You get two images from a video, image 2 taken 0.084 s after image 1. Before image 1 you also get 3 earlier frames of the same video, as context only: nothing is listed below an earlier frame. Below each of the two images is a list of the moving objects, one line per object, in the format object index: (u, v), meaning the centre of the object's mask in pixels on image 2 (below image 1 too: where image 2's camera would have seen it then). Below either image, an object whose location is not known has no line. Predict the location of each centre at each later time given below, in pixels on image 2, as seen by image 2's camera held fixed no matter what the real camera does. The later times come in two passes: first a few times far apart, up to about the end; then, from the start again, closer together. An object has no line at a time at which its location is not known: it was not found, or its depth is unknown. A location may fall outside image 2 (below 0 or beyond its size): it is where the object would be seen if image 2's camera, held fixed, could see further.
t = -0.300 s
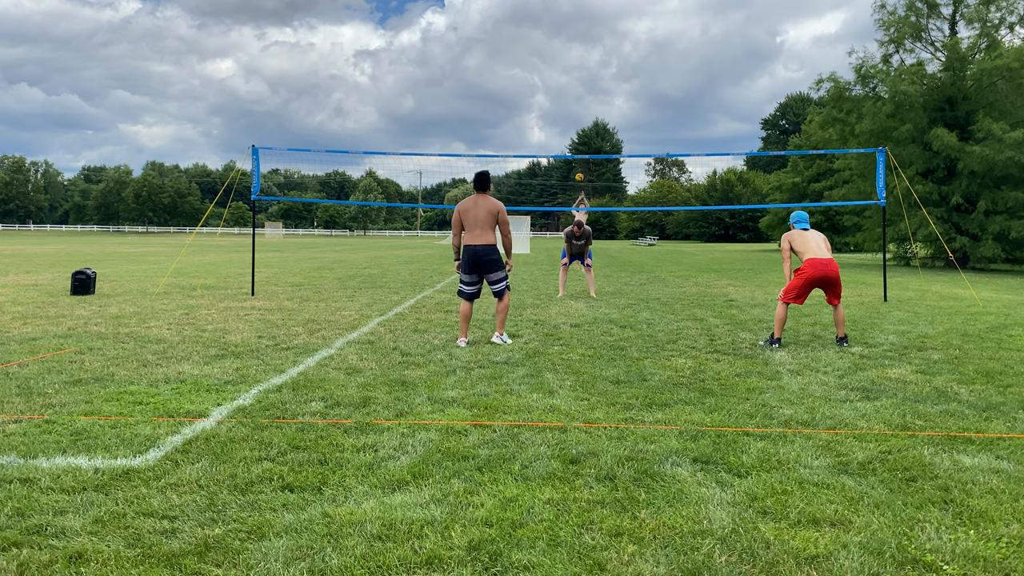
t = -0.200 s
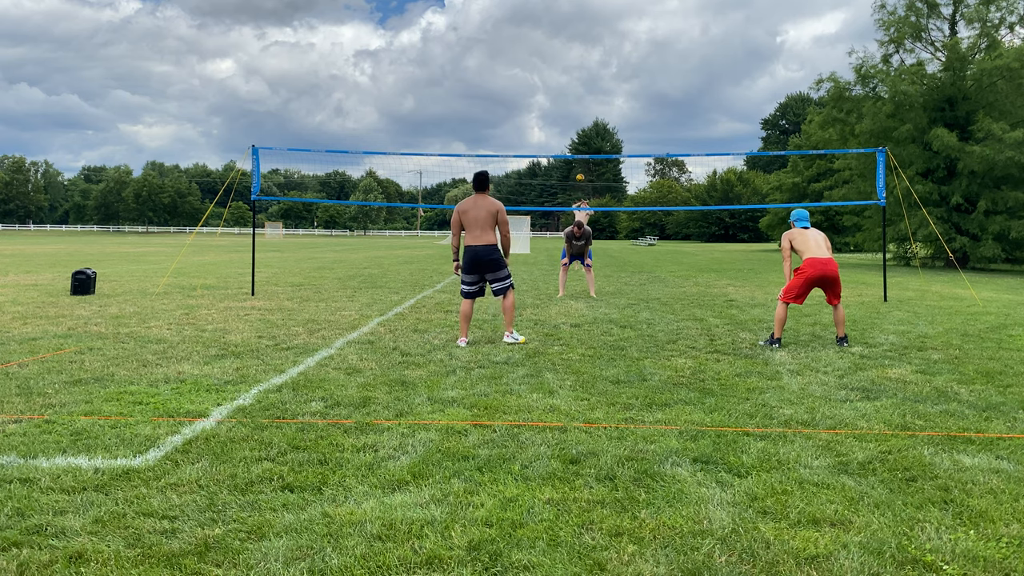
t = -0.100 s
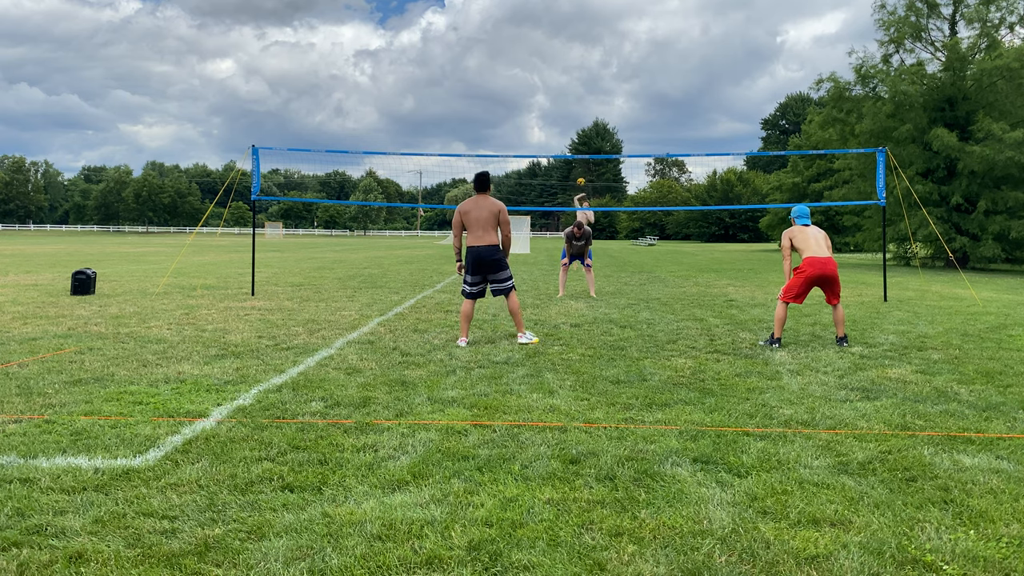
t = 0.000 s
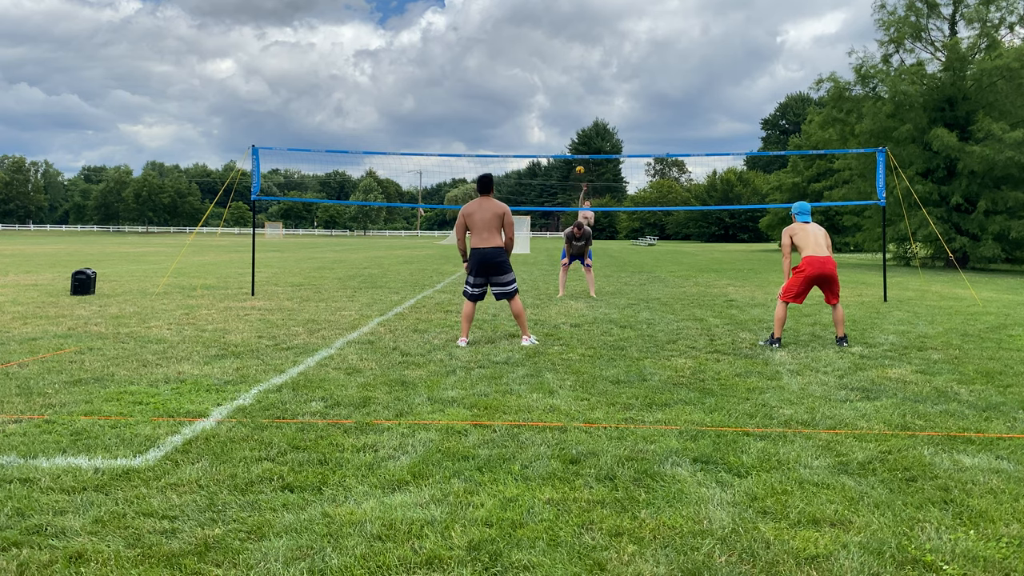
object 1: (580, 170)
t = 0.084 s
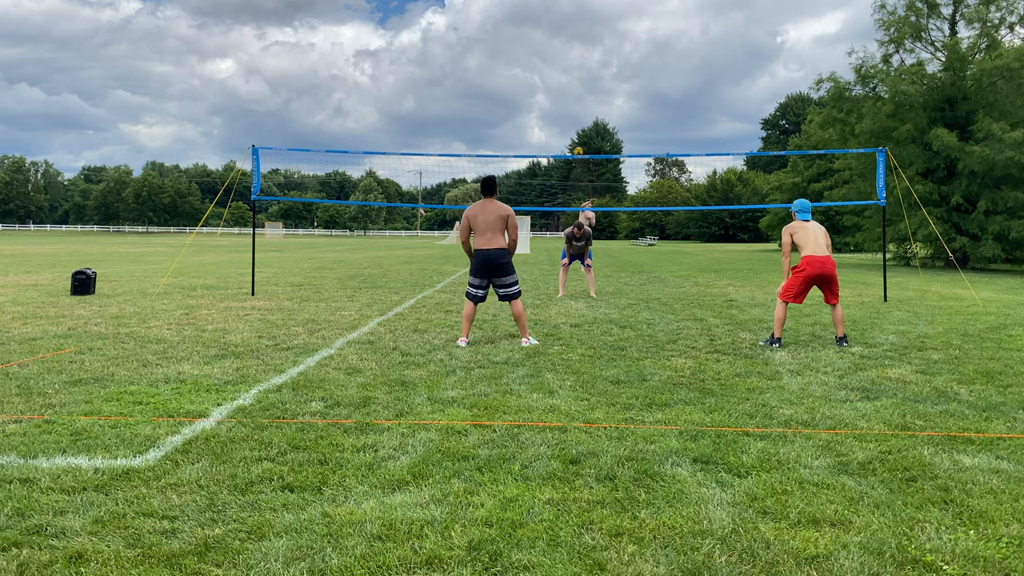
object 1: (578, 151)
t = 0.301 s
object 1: (570, 112)
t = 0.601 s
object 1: (549, 77)
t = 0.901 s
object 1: (517, 93)
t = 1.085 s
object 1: (496, 149)
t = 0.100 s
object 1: (577, 147)
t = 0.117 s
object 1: (577, 144)
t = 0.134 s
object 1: (576, 141)
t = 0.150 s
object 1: (576, 138)
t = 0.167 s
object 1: (575, 135)
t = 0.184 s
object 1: (575, 132)
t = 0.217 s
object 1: (573, 126)
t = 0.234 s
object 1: (573, 123)
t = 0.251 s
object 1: (572, 121)
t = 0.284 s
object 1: (571, 115)
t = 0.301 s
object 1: (570, 112)
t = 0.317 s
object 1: (569, 110)
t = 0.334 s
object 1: (568, 107)
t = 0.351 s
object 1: (567, 105)
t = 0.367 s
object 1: (566, 102)
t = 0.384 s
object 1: (565, 100)
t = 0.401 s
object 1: (564, 98)
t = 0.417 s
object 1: (563, 95)
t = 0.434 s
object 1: (562, 93)
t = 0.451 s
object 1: (561, 91)
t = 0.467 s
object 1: (559, 89)
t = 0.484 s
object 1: (558, 87)
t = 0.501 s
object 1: (557, 85)
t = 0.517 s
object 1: (555, 83)
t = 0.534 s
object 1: (554, 82)
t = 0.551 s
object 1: (553, 80)
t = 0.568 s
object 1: (551, 79)
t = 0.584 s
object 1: (550, 78)
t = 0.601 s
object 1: (549, 77)
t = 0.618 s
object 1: (547, 76)
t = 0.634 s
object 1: (546, 74)
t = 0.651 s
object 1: (544, 74)
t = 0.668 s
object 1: (542, 74)
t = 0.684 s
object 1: (541, 73)
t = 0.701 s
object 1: (539, 73)
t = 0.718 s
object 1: (537, 74)
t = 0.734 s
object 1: (535, 74)
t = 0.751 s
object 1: (533, 75)
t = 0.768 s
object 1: (532, 76)
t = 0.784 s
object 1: (530, 77)
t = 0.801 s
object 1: (528, 79)
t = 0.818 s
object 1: (526, 80)
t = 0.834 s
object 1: (524, 83)
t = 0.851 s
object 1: (522, 85)
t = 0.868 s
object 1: (520, 87)
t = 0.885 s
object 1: (519, 90)
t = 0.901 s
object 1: (517, 93)
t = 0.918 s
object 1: (515, 97)
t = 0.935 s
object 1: (513, 100)
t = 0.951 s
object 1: (512, 104)
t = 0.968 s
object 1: (510, 109)
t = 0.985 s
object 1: (508, 113)
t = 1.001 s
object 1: (506, 118)
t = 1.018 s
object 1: (504, 124)
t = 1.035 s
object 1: (502, 129)
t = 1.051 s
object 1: (500, 135)
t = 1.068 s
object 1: (498, 142)
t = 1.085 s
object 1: (496, 149)
